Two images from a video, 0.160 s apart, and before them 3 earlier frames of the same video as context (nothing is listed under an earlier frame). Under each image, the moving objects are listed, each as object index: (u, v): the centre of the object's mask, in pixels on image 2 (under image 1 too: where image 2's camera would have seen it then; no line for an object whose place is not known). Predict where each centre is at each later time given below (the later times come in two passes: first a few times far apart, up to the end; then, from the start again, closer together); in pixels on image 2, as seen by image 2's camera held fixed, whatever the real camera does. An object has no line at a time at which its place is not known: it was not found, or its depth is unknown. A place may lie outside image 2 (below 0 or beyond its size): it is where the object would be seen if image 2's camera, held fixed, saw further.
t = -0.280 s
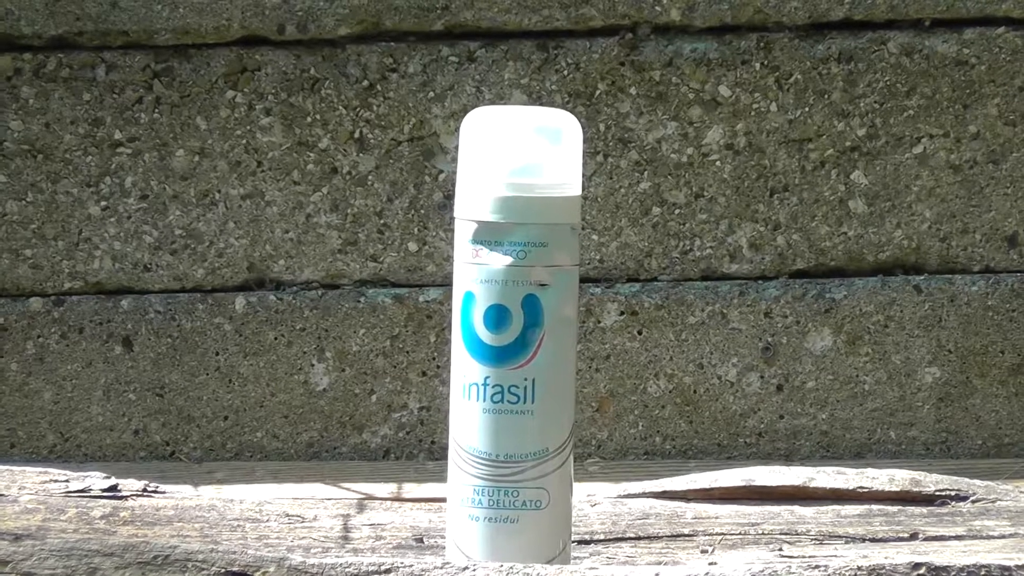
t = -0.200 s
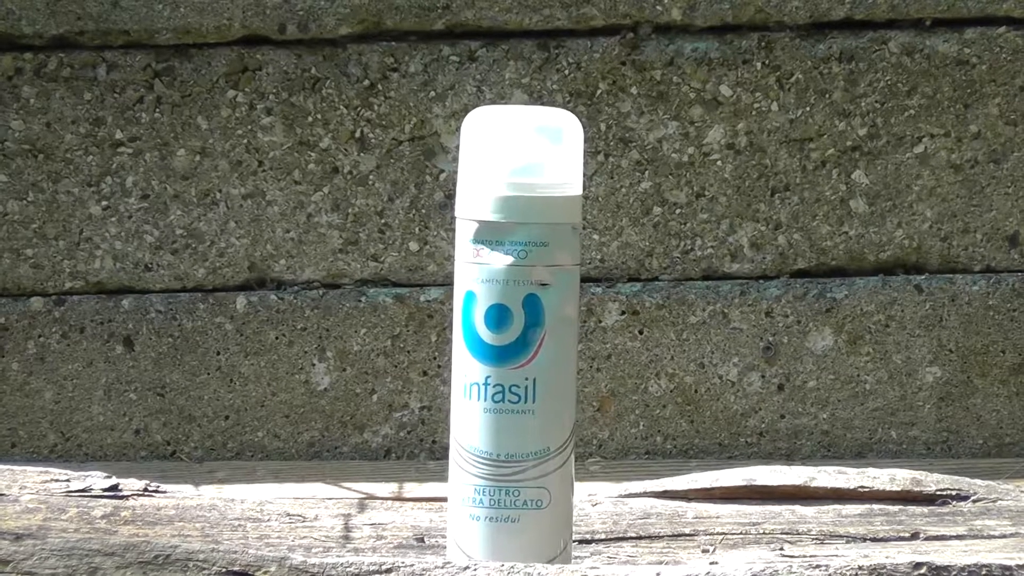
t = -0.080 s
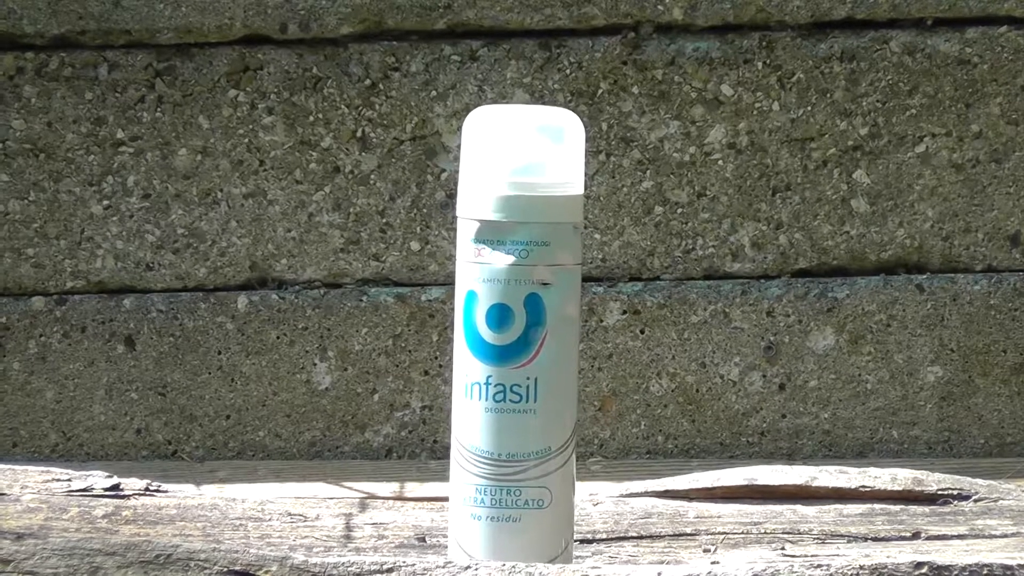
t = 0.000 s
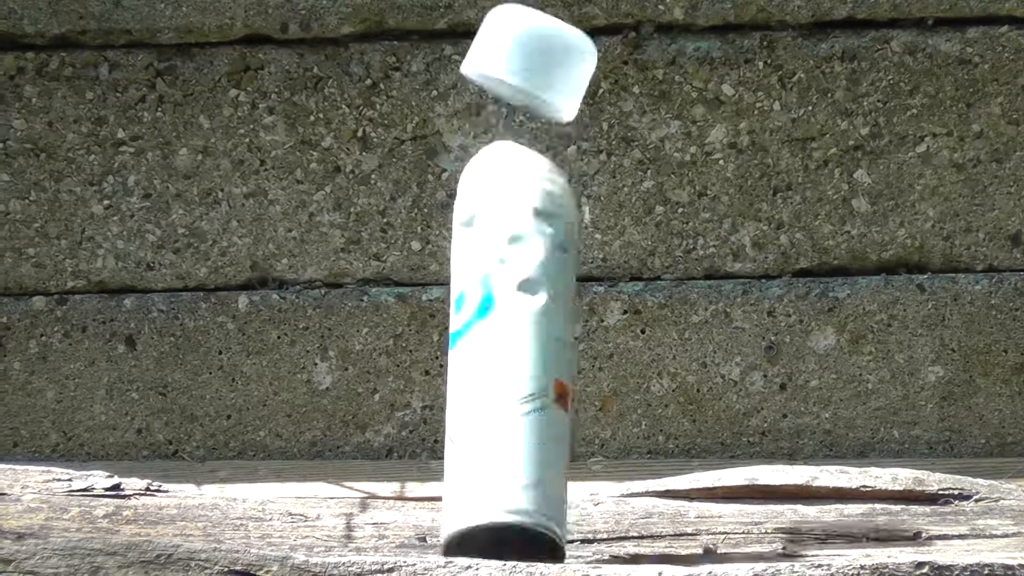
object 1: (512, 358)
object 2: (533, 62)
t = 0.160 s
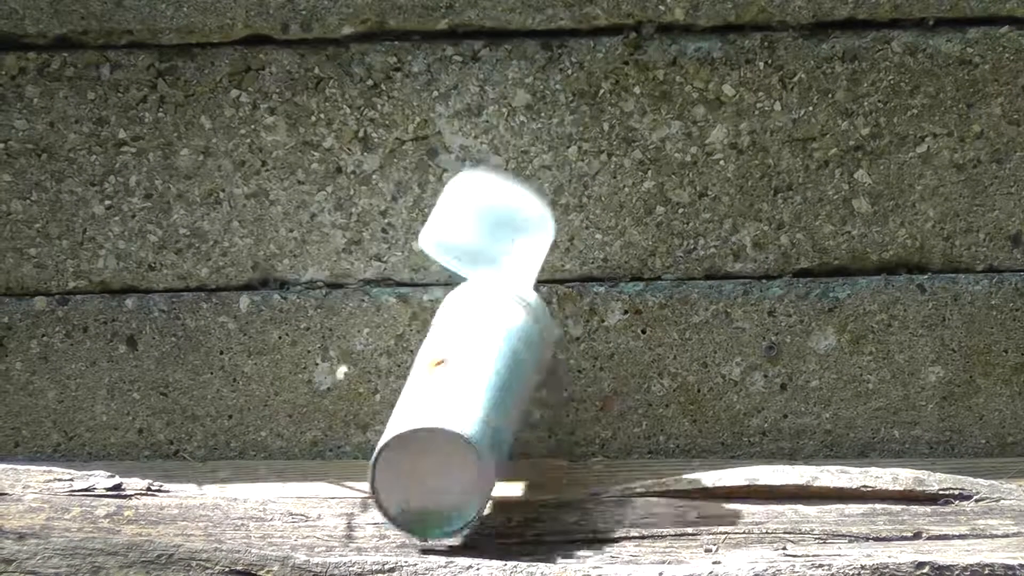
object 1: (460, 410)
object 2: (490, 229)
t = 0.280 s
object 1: (418, 453)
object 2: (373, 359)
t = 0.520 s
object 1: (374, 463)
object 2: (170, 484)
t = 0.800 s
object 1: (384, 462)
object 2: (70, 482)
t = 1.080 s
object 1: (389, 458)
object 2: (270, 496)
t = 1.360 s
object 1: (383, 445)
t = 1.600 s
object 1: (381, 445)
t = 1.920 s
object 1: (381, 444)
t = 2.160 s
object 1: (381, 444)
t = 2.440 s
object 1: (381, 444)
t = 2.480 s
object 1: (381, 444)
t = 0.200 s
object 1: (442, 434)
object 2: (467, 281)
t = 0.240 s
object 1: (425, 458)
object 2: (432, 334)
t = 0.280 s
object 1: (418, 453)
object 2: (373, 359)
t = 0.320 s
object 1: (407, 457)
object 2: (332, 386)
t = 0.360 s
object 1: (399, 458)
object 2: (296, 424)
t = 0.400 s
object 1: (391, 457)
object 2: (261, 489)
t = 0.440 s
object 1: (376, 460)
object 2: (234, 489)
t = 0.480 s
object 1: (372, 461)
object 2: (208, 490)
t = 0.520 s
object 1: (374, 463)
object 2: (170, 484)
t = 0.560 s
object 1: (378, 463)
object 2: (128, 482)
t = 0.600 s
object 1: (382, 462)
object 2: (105, 478)
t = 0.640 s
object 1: (383, 462)
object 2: (89, 484)
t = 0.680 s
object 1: (384, 462)
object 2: (75, 485)
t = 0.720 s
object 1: (385, 462)
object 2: (66, 481)
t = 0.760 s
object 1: (385, 462)
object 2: (64, 486)
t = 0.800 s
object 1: (384, 462)
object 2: (70, 482)
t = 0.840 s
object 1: (382, 462)
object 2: (84, 482)
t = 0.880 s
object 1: (379, 462)
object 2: (103, 486)
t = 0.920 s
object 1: (375, 463)
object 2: (140, 487)
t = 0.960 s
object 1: (371, 463)
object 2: (180, 491)
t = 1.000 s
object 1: (372, 463)
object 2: (215, 497)
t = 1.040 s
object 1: (381, 460)
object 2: (248, 496)
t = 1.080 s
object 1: (389, 458)
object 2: (270, 496)
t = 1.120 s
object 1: (396, 453)
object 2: (294, 500)
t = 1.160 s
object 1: (398, 441)
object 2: (321, 511)
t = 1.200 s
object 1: (384, 444)
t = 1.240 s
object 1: (379, 445)
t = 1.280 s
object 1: (382, 445)
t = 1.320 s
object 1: (383, 445)
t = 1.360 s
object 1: (383, 445)
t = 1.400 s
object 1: (381, 445)
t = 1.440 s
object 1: (382, 445)
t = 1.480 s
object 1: (382, 445)
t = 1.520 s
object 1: (381, 445)
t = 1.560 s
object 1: (382, 445)
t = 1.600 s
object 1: (381, 445)
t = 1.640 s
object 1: (382, 444)
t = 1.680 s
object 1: (382, 444)
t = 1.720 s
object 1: (381, 445)
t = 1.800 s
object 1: (381, 445)
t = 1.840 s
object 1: (381, 445)
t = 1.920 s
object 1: (381, 444)
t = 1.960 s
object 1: (381, 444)
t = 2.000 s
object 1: (381, 444)
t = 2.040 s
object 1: (381, 444)
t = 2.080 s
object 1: (381, 444)
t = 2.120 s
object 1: (381, 444)
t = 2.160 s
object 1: (381, 444)
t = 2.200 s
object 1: (381, 444)
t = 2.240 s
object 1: (381, 445)
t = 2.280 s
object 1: (381, 444)
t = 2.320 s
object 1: (381, 444)
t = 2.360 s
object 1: (381, 444)
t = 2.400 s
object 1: (381, 444)
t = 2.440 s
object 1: (381, 444)
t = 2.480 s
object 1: (381, 444)
